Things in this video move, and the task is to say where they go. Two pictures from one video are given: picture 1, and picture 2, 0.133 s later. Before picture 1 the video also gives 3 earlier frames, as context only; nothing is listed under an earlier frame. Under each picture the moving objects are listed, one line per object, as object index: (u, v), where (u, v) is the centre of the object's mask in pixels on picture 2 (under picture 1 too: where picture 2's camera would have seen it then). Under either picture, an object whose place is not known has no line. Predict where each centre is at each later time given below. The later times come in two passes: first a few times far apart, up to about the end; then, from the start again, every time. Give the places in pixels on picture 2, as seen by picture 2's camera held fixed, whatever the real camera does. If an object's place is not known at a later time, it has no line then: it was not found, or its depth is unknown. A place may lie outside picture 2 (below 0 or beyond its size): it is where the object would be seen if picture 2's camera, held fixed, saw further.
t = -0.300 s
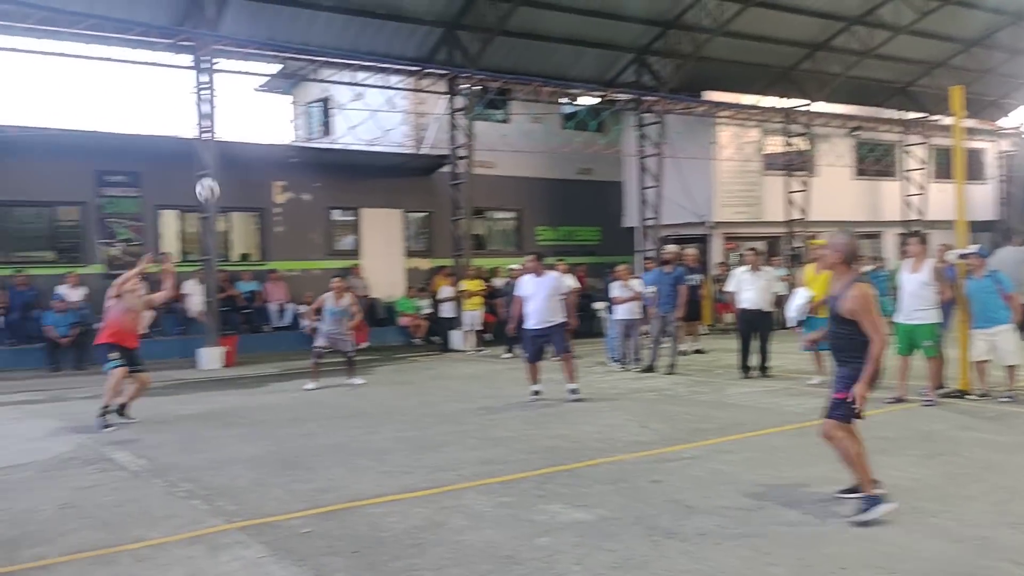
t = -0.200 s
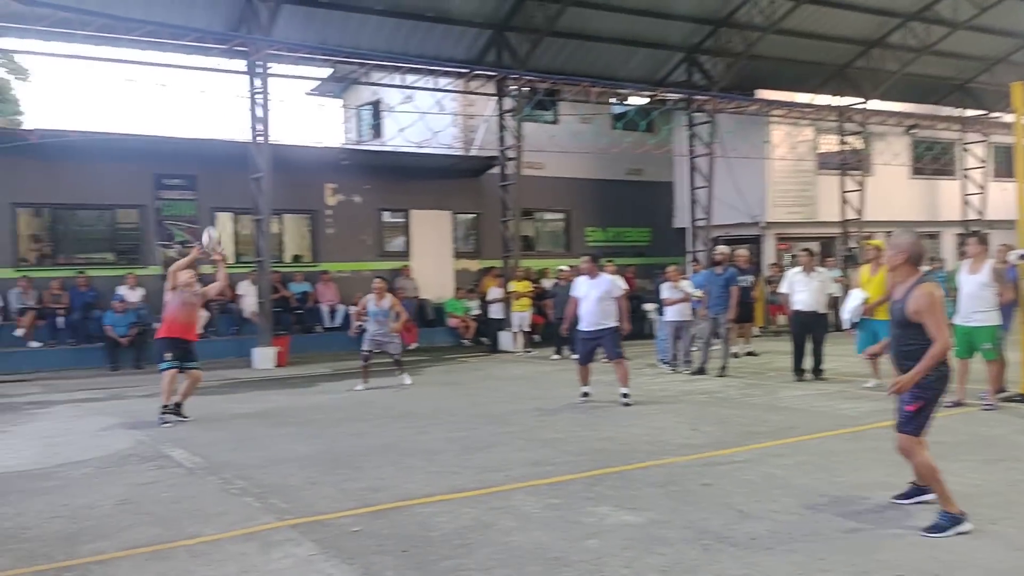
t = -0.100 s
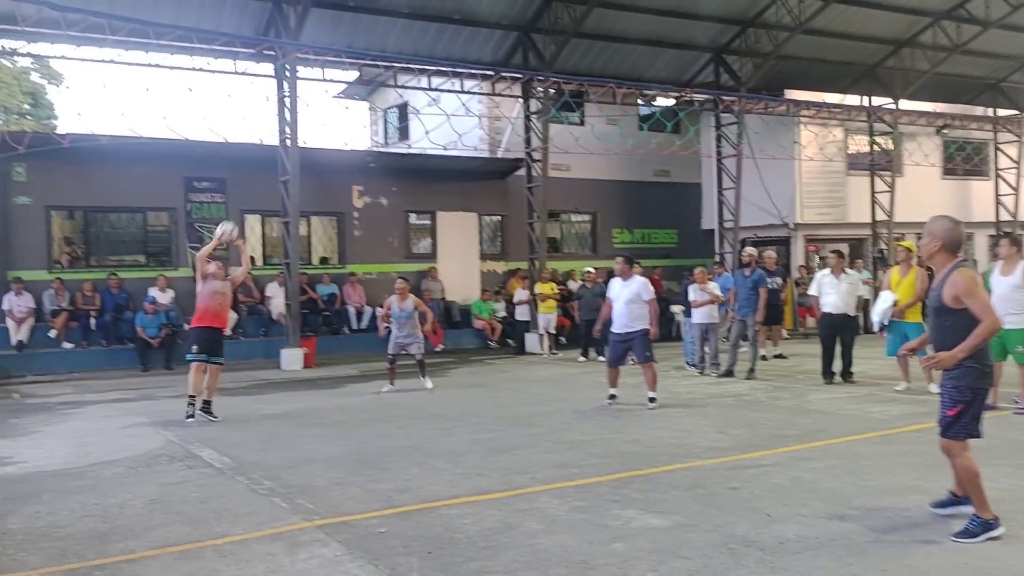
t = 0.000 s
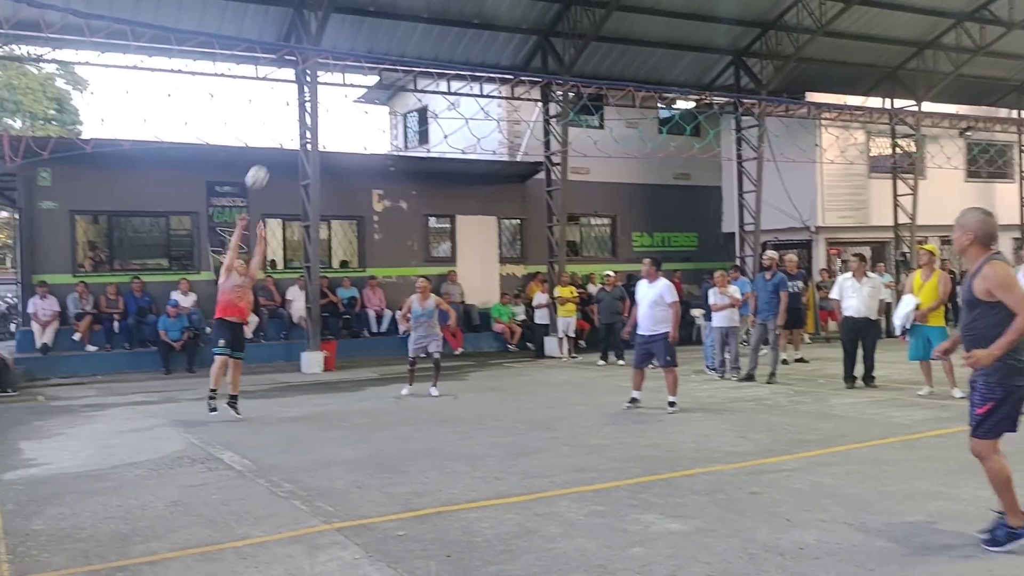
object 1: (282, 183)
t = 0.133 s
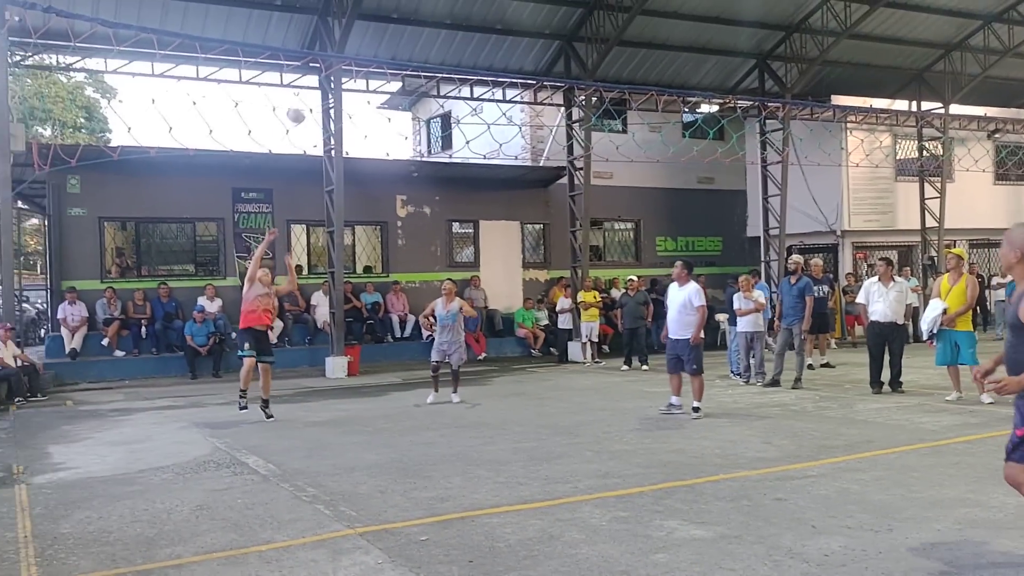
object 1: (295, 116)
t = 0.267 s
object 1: (309, 63)
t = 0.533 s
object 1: (340, -3)
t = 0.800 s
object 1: (374, -3)
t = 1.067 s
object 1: (412, 63)
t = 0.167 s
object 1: (299, 101)
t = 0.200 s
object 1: (302, 86)
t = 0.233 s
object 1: (306, 71)
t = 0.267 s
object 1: (309, 63)
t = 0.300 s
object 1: (314, 45)
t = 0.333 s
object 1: (317, 39)
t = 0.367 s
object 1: (321, 29)
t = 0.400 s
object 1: (325, 21)
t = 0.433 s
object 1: (328, 13)
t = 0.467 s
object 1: (332, 7)
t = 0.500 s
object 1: (336, 1)
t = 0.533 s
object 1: (340, -3)
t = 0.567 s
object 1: (344, -7)
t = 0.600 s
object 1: (349, -8)
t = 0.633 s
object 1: (353, -9)
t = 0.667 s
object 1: (357, -10)
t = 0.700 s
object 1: (361, -9)
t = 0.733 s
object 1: (366, -8)
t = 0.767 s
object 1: (370, -6)
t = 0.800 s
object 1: (374, -3)
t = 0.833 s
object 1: (379, 2)
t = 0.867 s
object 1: (384, 8)
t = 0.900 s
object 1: (388, 14)
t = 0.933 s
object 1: (393, 22)
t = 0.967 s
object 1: (398, 31)
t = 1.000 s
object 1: (403, 41)
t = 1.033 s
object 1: (408, 52)
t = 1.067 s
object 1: (412, 63)
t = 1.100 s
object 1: (417, 80)
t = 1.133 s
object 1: (422, 94)
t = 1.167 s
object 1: (425, 109)
